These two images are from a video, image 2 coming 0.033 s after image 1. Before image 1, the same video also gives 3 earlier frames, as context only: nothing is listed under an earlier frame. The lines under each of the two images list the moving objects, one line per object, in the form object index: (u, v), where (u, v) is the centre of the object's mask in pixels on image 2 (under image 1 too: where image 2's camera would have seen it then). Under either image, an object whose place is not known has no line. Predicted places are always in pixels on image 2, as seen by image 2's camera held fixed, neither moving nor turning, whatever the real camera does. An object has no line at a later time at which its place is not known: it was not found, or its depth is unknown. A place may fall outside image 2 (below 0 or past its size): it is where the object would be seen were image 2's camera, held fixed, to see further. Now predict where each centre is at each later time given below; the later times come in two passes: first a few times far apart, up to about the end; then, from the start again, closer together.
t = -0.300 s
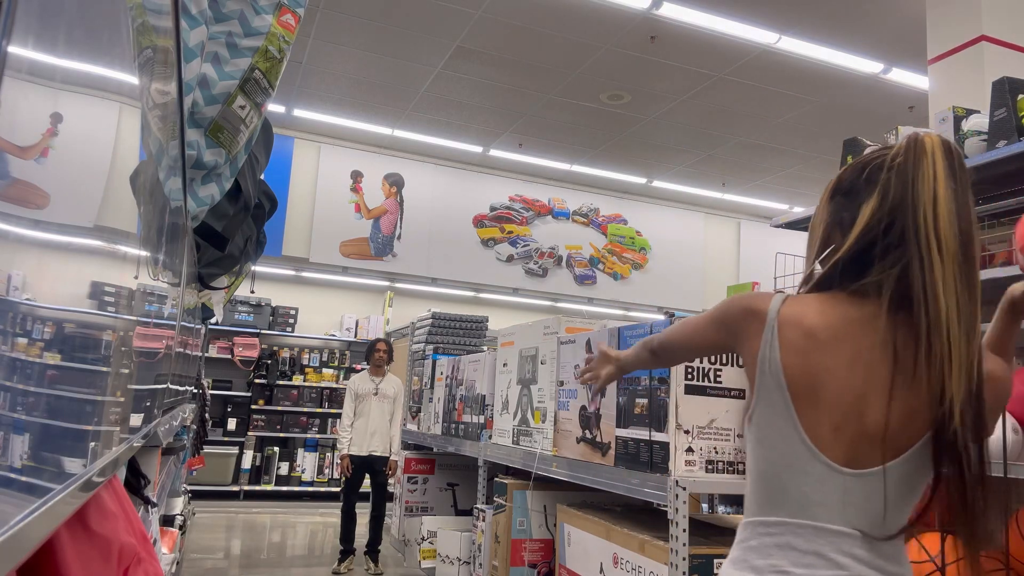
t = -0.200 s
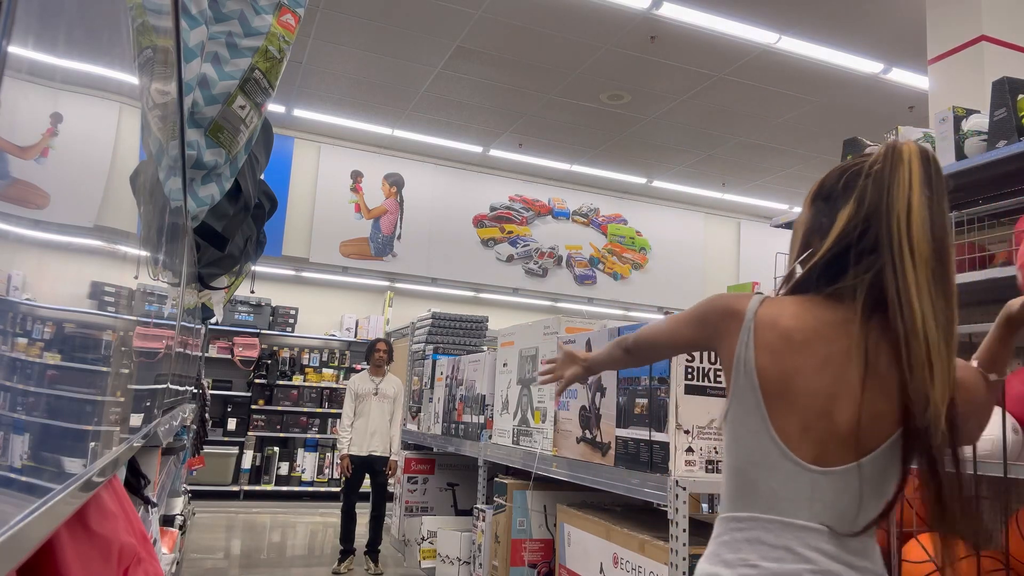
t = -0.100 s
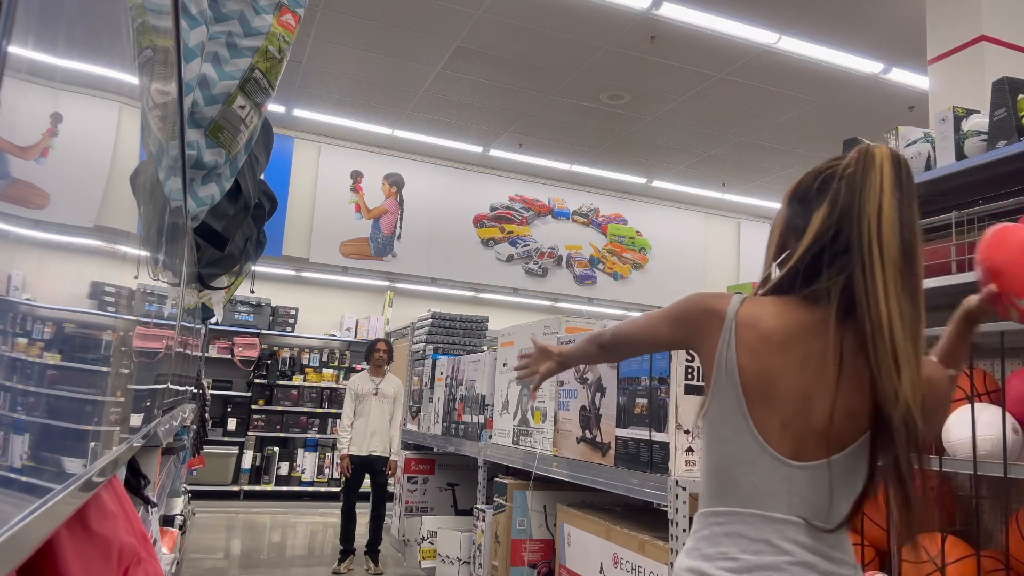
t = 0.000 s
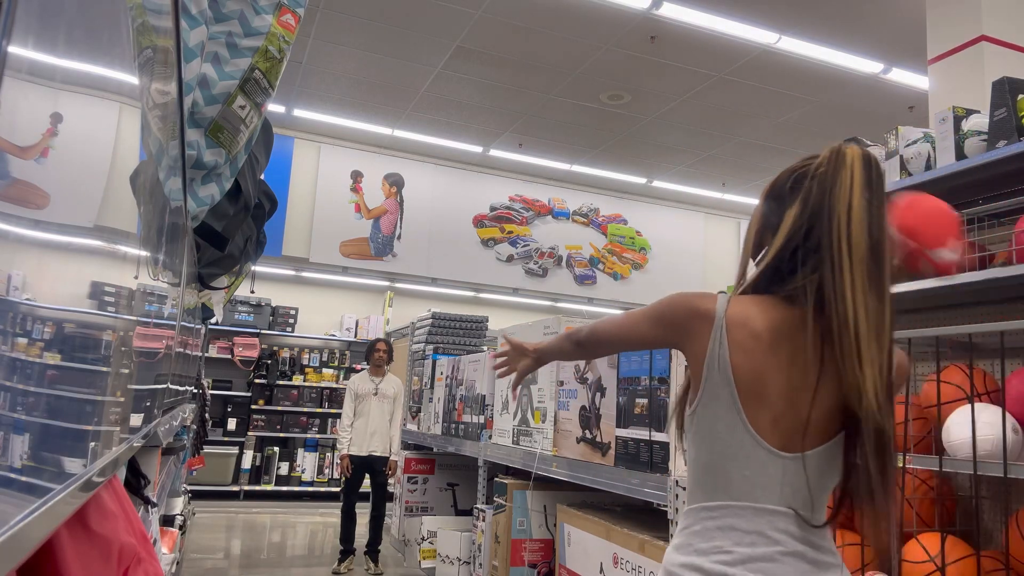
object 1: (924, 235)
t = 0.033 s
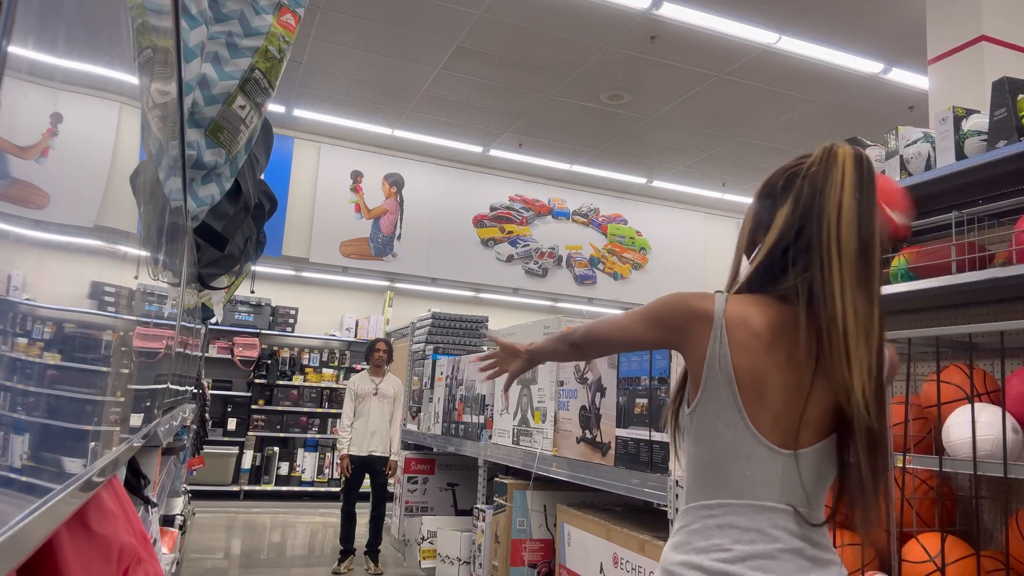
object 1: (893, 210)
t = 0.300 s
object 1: (605, 138)
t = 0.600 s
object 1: (486, 243)
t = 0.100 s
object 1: (762, 147)
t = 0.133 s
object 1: (731, 142)
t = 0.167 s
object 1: (698, 135)
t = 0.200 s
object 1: (670, 131)
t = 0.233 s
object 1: (645, 131)
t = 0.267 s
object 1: (623, 133)
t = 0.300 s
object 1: (605, 138)
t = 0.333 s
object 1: (587, 145)
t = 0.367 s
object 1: (571, 153)
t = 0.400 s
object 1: (555, 164)
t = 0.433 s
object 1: (542, 175)
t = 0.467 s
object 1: (529, 186)
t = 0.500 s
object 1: (516, 199)
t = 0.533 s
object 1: (505, 213)
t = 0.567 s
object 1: (495, 228)
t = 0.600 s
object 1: (486, 243)
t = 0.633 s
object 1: (476, 259)
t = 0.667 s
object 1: (467, 275)
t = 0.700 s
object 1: (457, 294)
